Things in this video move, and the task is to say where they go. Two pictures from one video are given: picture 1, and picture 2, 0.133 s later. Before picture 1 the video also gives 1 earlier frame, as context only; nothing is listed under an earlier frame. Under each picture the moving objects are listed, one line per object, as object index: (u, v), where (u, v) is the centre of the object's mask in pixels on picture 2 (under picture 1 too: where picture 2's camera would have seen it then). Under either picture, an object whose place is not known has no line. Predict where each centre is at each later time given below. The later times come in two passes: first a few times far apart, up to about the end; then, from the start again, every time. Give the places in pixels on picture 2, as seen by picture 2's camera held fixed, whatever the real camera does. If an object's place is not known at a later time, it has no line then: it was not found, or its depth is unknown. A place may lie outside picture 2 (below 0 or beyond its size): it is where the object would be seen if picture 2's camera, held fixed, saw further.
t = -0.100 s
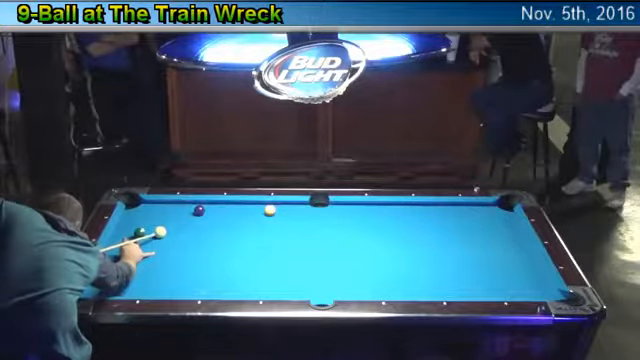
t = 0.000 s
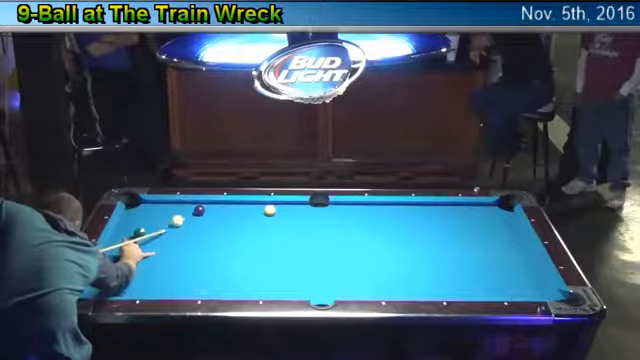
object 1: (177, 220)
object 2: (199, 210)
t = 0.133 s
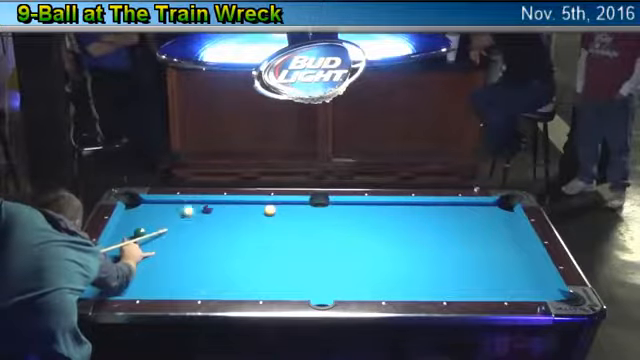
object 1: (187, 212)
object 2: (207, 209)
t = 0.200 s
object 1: (185, 208)
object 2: (218, 206)
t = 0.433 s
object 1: (177, 204)
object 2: (239, 206)
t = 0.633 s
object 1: (166, 206)
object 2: (254, 210)
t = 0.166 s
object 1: (187, 209)
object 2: (212, 208)
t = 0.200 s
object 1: (185, 208)
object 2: (218, 206)
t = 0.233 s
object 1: (184, 207)
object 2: (222, 204)
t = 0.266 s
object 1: (183, 206)
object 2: (225, 204)
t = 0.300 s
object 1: (182, 204)
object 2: (227, 204)
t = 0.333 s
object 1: (182, 204)
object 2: (230, 204)
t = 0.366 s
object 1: (181, 204)
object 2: (234, 206)
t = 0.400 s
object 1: (179, 203)
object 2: (237, 205)
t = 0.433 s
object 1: (177, 204)
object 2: (239, 206)
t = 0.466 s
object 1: (175, 204)
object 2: (242, 206)
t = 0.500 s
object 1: (173, 204)
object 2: (244, 206)
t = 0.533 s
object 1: (171, 205)
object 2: (248, 208)
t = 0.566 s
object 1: (169, 206)
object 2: (250, 208)
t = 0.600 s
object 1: (167, 206)
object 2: (252, 209)
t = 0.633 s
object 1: (166, 206)
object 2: (254, 210)
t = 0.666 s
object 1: (164, 207)
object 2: (257, 210)
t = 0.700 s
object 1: (162, 208)
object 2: (259, 210)
